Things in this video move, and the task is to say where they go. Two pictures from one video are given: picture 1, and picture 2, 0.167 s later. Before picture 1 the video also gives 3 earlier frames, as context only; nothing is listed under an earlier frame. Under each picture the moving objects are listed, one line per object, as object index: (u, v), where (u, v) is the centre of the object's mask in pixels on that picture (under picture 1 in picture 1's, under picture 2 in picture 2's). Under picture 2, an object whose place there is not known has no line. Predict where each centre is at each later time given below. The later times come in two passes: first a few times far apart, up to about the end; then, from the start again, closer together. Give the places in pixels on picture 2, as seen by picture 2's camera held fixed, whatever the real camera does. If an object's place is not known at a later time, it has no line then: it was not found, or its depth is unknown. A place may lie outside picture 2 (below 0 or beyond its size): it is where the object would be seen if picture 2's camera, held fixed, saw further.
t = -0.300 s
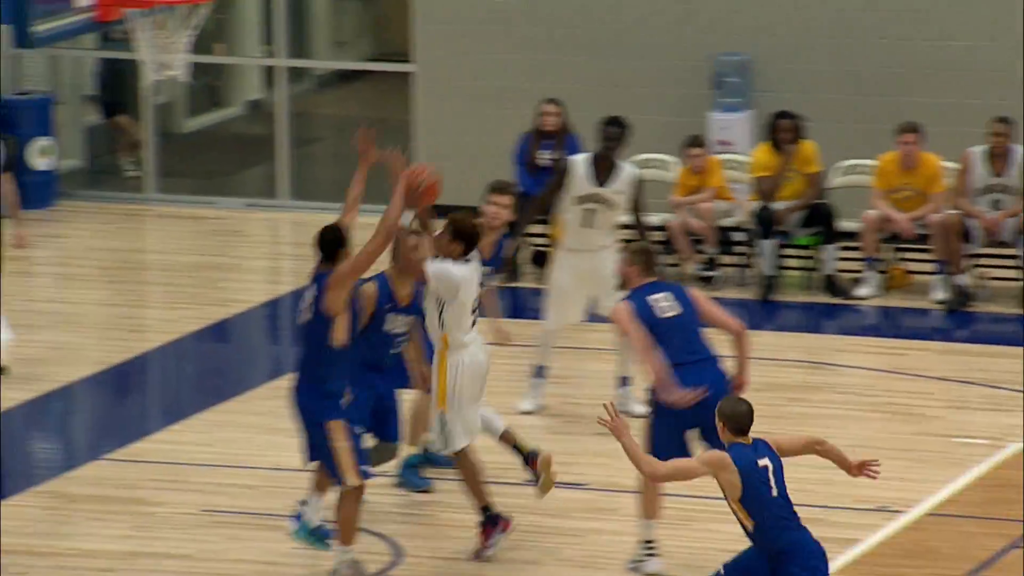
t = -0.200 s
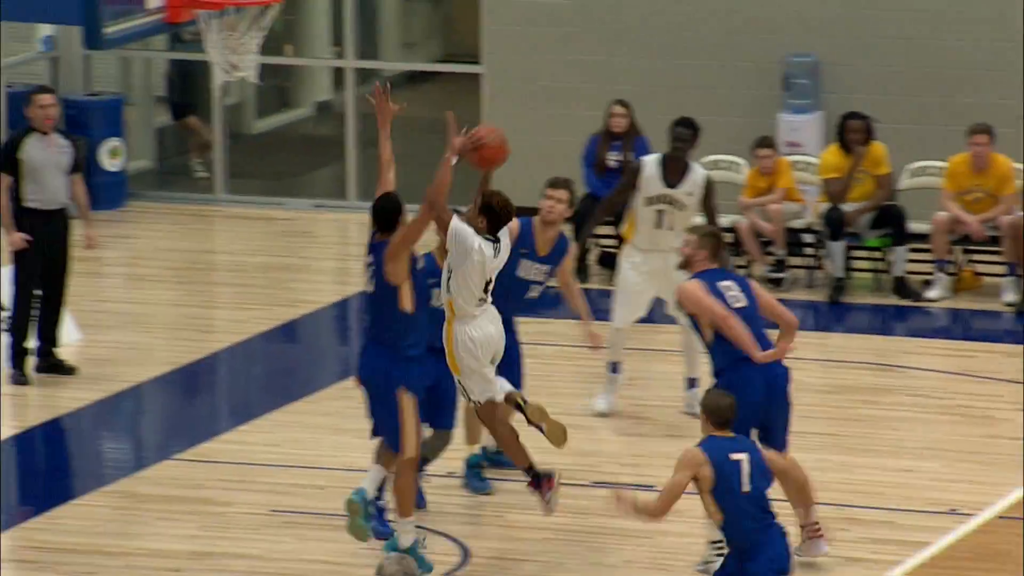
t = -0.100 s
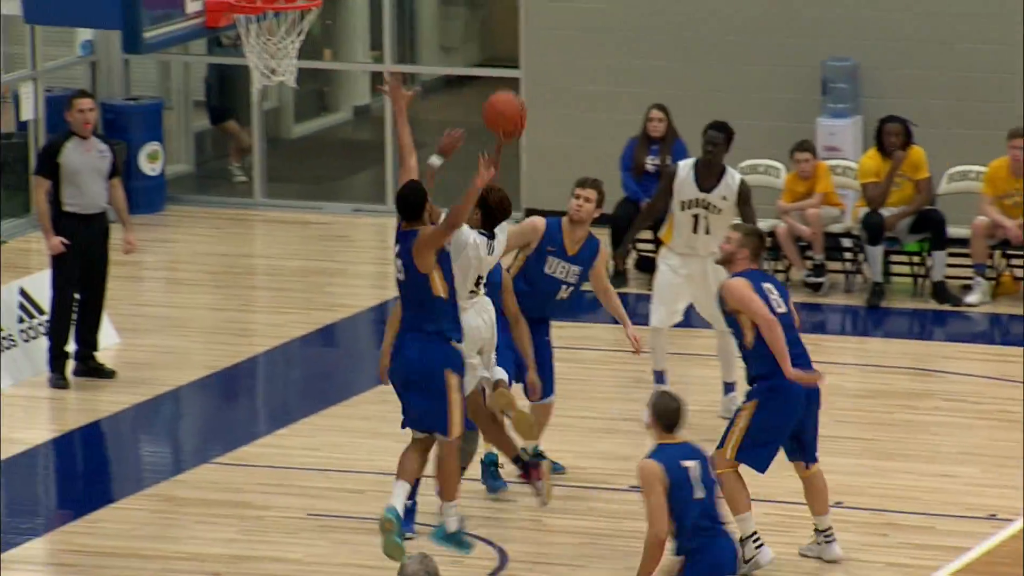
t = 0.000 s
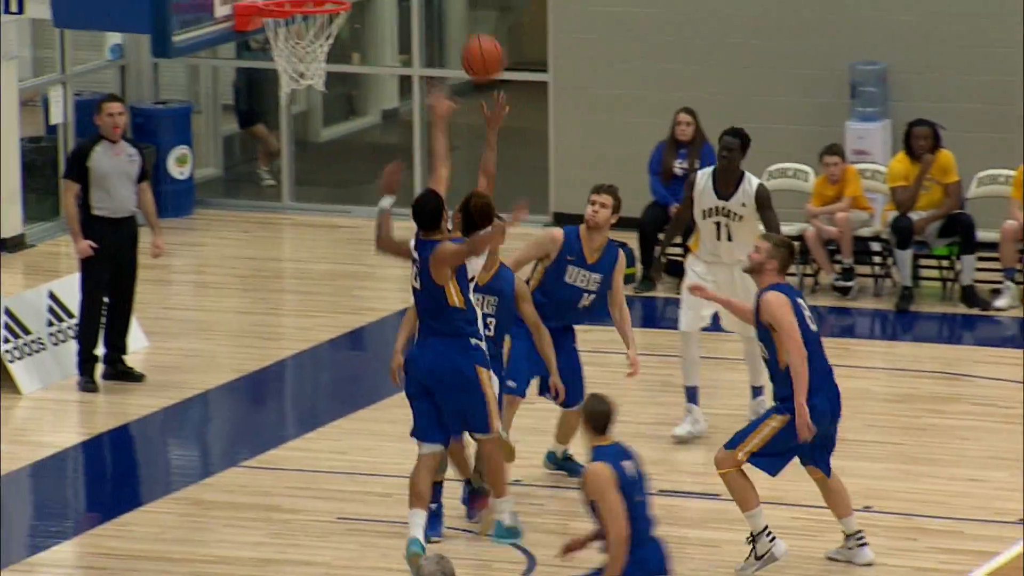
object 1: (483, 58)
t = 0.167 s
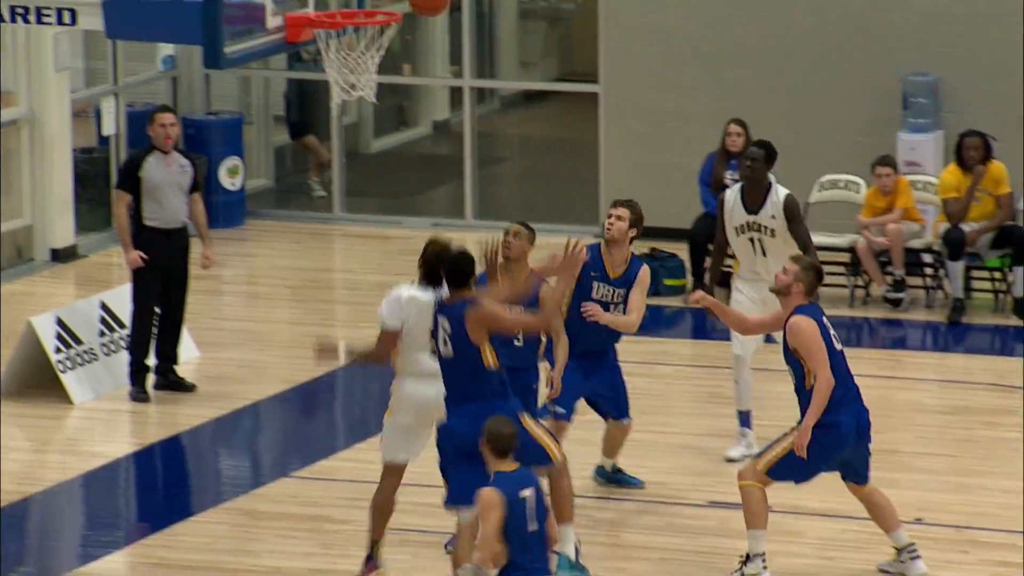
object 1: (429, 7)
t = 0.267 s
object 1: (369, -17)
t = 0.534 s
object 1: (370, 5)
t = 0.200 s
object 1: (409, -1)
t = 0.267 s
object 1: (369, -17)
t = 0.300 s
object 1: (349, -25)
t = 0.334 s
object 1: (329, -30)
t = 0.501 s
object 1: (372, 3)
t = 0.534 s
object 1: (370, 5)
